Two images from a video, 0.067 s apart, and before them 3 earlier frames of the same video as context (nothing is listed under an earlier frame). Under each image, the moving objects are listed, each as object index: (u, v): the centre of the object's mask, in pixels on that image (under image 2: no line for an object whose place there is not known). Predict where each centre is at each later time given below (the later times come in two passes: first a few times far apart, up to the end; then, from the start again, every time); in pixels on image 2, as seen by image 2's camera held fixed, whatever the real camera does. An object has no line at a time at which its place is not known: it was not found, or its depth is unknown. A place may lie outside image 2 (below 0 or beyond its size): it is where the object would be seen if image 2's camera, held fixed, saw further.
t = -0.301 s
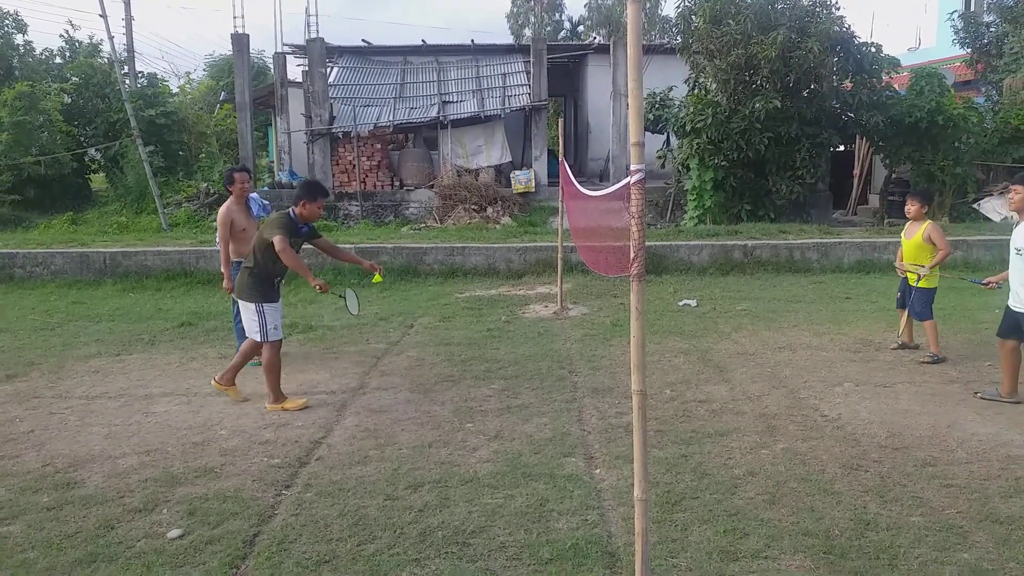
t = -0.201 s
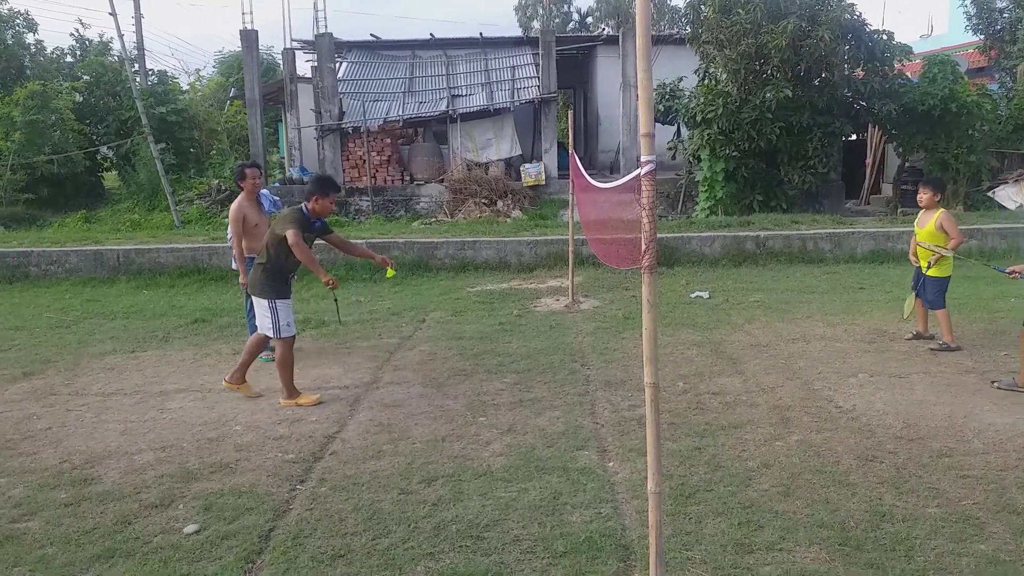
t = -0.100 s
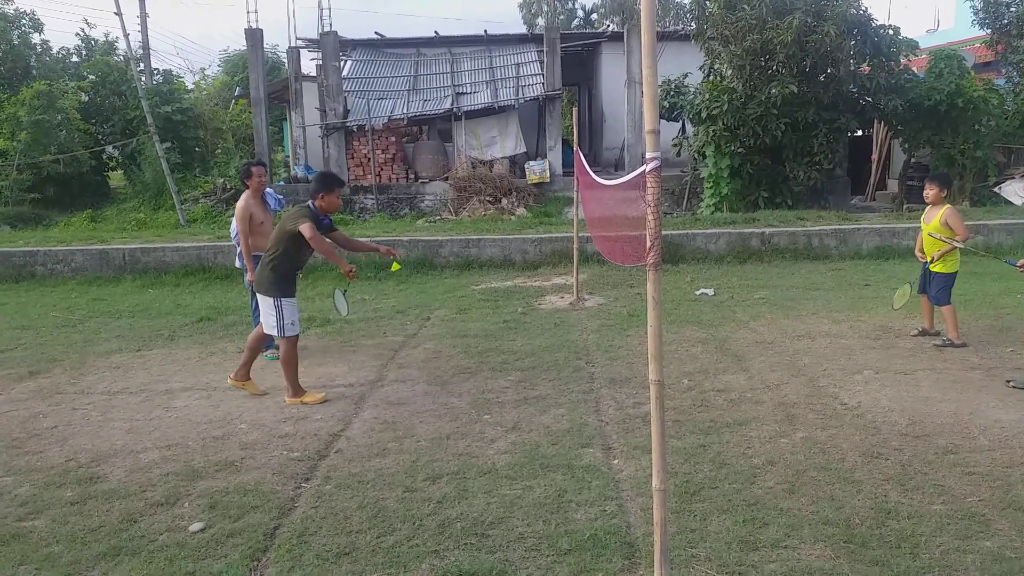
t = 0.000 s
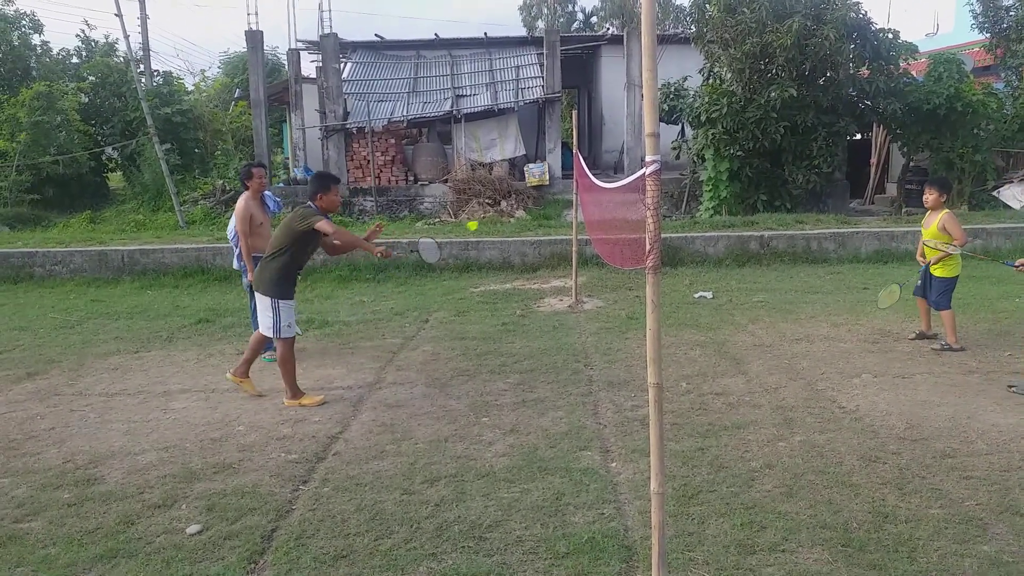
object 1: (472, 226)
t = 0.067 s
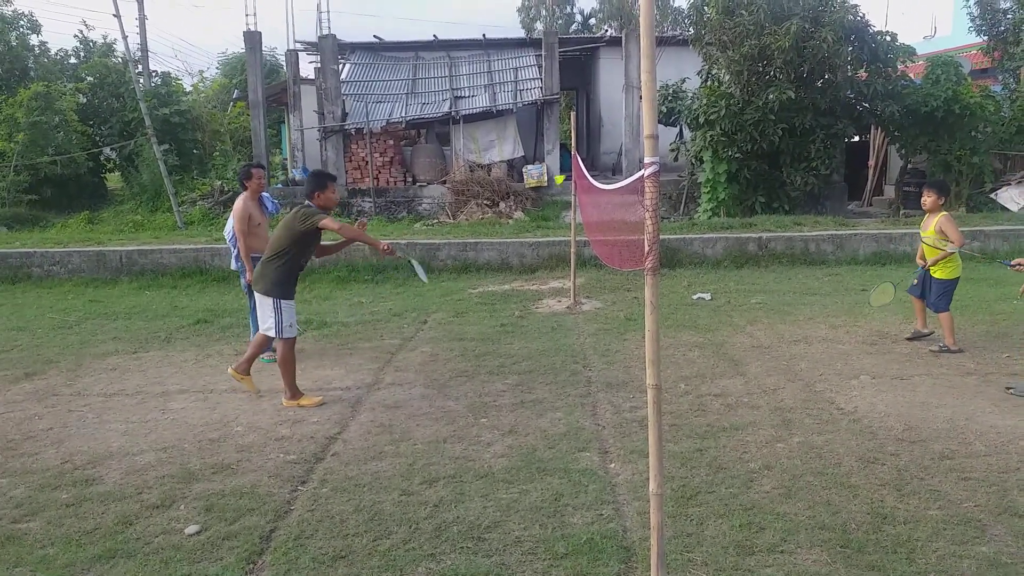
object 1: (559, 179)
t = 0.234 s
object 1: (716, 116)
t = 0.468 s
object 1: (854, 111)
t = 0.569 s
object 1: (898, 131)
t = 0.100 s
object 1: (595, 161)
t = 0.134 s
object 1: (630, 146)
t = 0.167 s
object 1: (662, 134)
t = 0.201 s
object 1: (690, 124)
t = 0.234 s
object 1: (716, 116)
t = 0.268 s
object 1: (740, 110)
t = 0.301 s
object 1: (762, 106)
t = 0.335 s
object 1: (783, 104)
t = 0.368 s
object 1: (802, 103)
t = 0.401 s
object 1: (821, 104)
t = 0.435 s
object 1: (838, 107)
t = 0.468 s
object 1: (854, 111)
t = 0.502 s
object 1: (870, 116)
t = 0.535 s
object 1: (884, 124)
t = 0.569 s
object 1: (898, 131)
